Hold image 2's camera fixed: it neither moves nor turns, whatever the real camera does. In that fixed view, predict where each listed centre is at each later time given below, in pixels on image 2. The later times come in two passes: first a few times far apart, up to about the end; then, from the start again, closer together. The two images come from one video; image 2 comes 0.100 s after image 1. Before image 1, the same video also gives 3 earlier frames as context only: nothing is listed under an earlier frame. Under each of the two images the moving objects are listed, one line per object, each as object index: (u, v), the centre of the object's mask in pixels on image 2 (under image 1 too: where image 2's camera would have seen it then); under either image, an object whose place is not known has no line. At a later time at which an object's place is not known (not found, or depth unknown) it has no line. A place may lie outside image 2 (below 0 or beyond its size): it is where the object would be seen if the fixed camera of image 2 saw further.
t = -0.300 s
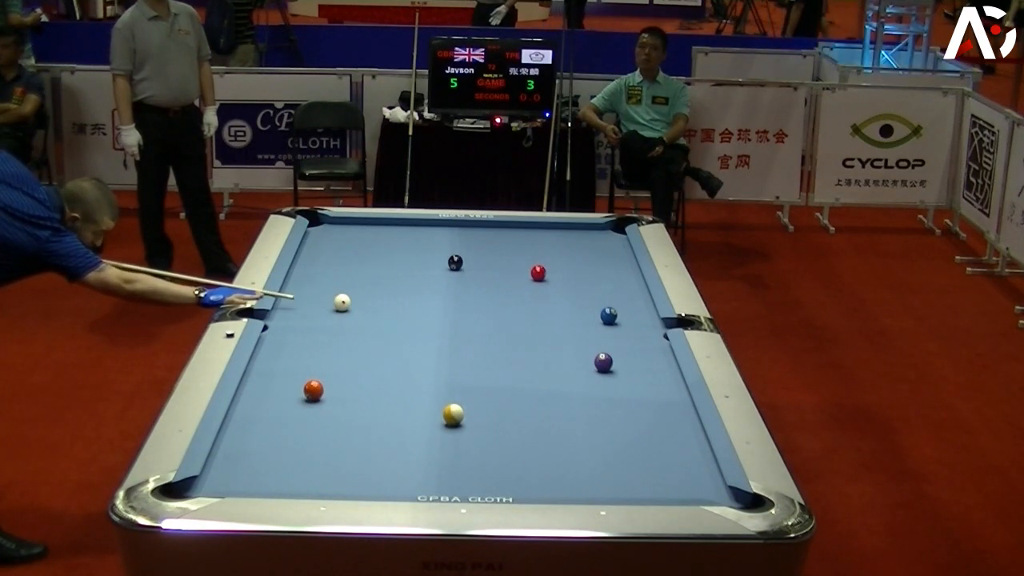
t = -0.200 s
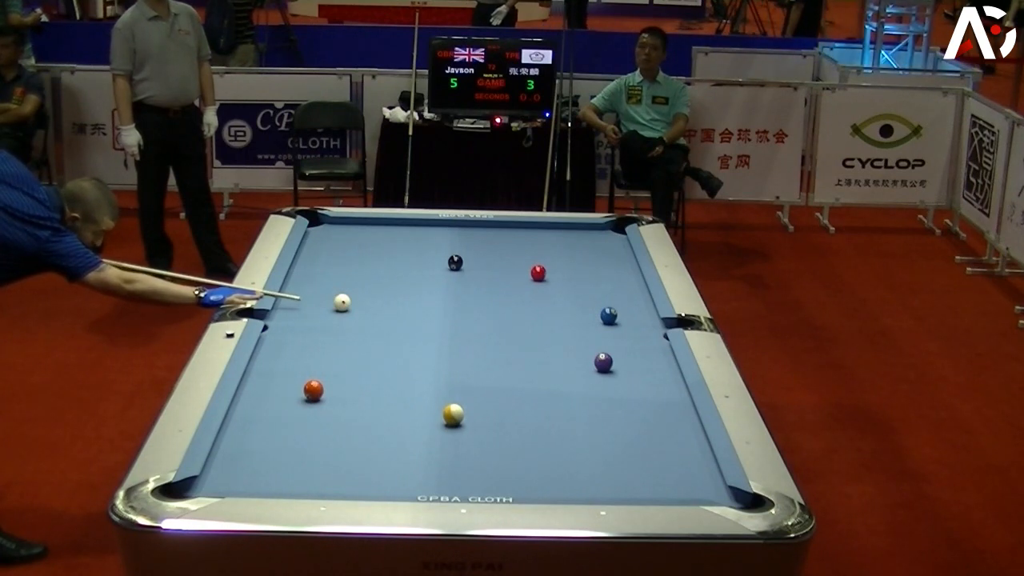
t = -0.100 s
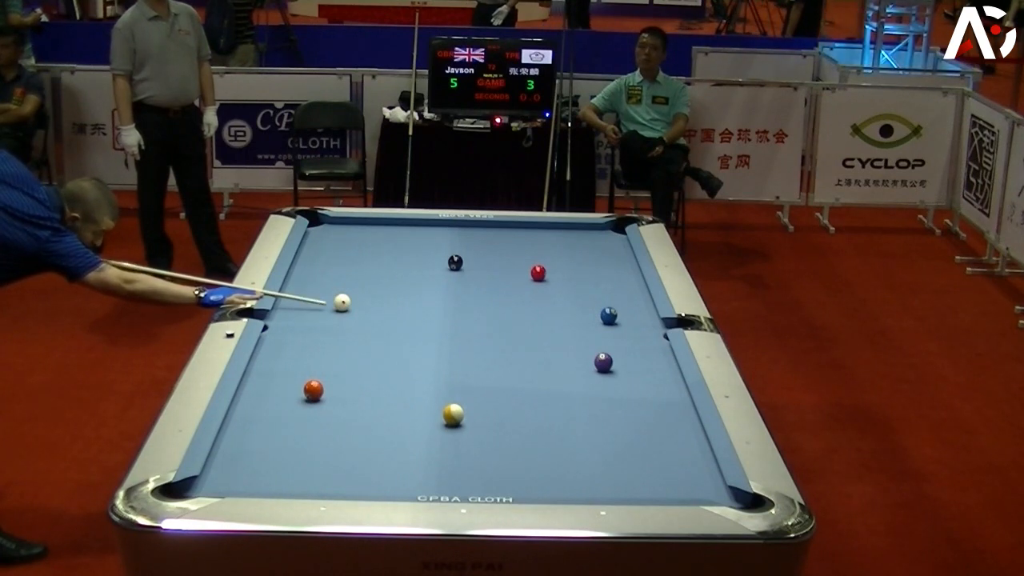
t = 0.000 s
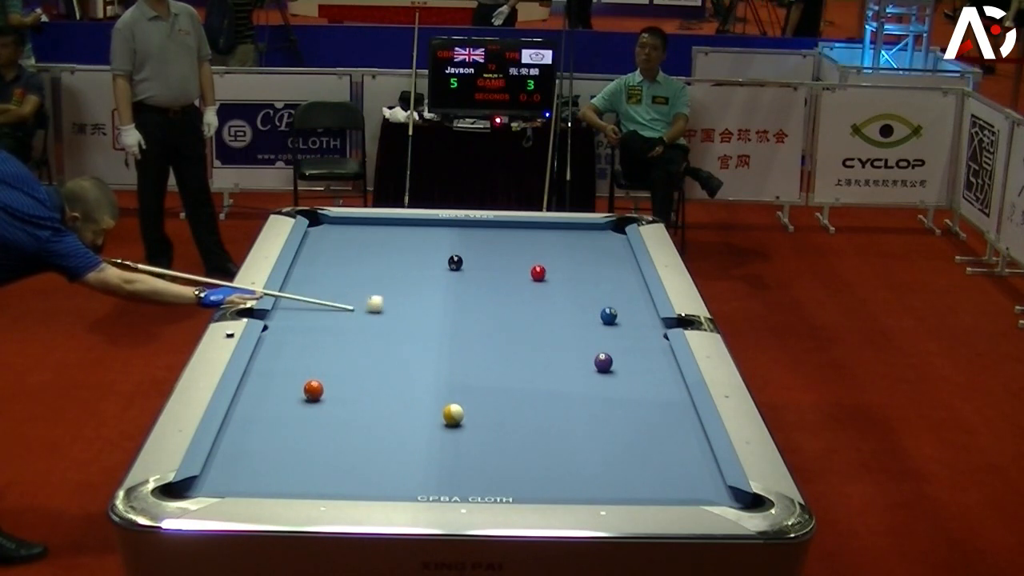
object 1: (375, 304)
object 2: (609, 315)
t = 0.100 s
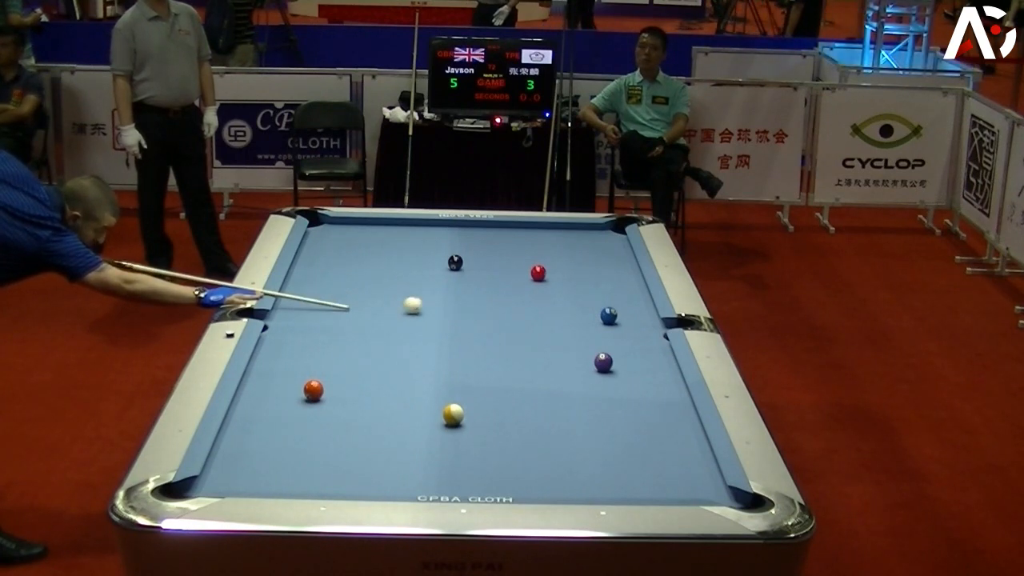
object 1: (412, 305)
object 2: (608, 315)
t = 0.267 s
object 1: (462, 307)
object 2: (608, 315)
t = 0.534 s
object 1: (517, 310)
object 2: (609, 315)
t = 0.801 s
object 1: (569, 311)
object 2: (609, 315)
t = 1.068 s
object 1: (603, 310)
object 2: (624, 318)
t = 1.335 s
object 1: (621, 306)
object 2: (646, 323)
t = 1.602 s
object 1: (637, 302)
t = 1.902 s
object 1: (639, 299)
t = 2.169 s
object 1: (631, 297)
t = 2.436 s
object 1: (625, 295)
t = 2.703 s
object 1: (621, 293)
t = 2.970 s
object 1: (617, 292)
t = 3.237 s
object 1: (615, 292)
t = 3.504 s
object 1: (614, 291)
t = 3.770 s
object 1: (614, 291)
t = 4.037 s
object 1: (614, 291)
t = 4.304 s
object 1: (614, 291)
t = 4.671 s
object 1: (612, 286)
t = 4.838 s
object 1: (614, 291)
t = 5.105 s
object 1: (615, 291)
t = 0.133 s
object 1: (423, 306)
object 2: (608, 315)
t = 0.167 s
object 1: (434, 306)
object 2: (609, 315)
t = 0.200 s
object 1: (444, 307)
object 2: (608, 315)
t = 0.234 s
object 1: (453, 307)
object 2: (608, 315)
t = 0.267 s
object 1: (462, 307)
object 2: (608, 315)
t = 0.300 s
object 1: (470, 308)
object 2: (608, 315)
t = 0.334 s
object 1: (477, 308)
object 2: (609, 315)
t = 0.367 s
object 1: (484, 308)
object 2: (608, 315)
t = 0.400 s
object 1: (491, 309)
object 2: (609, 315)
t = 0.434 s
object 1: (497, 309)
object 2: (609, 315)
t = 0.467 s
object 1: (504, 309)
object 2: (608, 315)
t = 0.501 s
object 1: (510, 309)
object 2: (608, 315)
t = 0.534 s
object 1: (517, 310)
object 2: (609, 315)
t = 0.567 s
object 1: (524, 310)
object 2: (608, 315)
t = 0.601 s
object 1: (530, 310)
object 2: (608, 315)
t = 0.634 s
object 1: (537, 310)
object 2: (608, 315)
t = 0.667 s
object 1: (543, 311)
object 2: (608, 315)
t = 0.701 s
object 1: (550, 311)
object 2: (608, 315)
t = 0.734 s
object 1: (556, 311)
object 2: (608, 315)
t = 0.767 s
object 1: (563, 311)
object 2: (609, 315)
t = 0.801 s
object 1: (569, 311)
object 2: (609, 315)
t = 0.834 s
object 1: (575, 311)
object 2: (609, 315)
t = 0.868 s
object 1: (581, 312)
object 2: (609, 315)
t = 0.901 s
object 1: (588, 312)
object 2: (609, 315)
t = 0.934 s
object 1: (593, 312)
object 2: (610, 315)
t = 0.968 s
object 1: (595, 311)
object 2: (614, 317)
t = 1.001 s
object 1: (597, 311)
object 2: (617, 317)
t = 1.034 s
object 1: (600, 310)
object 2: (620, 318)
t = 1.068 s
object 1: (603, 310)
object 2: (624, 318)
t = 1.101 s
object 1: (605, 309)
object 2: (626, 319)
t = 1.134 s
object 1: (607, 309)
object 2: (629, 319)
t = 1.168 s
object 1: (610, 308)
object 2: (632, 320)
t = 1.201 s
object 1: (612, 308)
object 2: (635, 321)
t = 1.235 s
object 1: (614, 307)
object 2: (638, 321)
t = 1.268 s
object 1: (616, 307)
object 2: (641, 322)
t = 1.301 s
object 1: (619, 306)
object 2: (644, 322)
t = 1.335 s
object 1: (621, 306)
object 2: (646, 323)
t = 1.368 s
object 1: (623, 305)
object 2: (649, 323)
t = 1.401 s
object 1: (625, 305)
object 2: (652, 325)
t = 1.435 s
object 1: (627, 304)
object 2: (655, 325)
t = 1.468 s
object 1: (629, 304)
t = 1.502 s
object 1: (631, 304)
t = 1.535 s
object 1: (633, 303)
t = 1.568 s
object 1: (636, 303)
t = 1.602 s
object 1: (637, 302)
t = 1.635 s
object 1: (639, 302)
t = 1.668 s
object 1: (641, 302)
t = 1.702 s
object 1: (644, 301)
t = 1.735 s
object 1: (645, 300)
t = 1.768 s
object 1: (643, 300)
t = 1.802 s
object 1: (642, 300)
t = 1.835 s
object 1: (641, 300)
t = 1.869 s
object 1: (640, 299)
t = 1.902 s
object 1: (639, 299)
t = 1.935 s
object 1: (638, 299)
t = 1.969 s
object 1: (637, 298)
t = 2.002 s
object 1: (636, 298)
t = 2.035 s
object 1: (635, 298)
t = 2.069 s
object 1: (634, 297)
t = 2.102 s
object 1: (633, 297)
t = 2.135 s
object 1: (632, 297)
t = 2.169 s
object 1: (631, 297)
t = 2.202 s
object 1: (630, 296)
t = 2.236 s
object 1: (630, 296)
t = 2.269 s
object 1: (629, 296)
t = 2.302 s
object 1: (628, 296)
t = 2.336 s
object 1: (627, 295)
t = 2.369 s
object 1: (627, 295)
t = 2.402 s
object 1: (626, 295)
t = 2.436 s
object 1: (625, 295)
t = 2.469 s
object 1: (625, 295)
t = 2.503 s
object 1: (624, 294)
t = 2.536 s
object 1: (623, 294)
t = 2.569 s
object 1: (623, 294)
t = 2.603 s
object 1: (622, 294)
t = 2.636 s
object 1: (622, 294)
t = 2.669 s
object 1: (621, 294)
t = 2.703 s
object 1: (621, 293)
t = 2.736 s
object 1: (620, 293)
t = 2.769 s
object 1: (620, 293)
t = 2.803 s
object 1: (619, 293)
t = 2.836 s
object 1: (619, 293)
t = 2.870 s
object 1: (619, 293)
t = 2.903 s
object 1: (618, 293)
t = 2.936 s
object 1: (618, 292)
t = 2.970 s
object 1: (617, 292)
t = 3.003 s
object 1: (617, 292)
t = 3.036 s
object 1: (616, 292)
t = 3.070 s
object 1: (616, 292)
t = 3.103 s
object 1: (616, 292)
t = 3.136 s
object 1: (616, 292)
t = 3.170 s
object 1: (615, 292)
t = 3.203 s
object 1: (615, 292)
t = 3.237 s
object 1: (615, 292)
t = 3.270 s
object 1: (615, 292)
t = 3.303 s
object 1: (615, 292)
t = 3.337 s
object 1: (614, 292)
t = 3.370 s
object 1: (614, 291)
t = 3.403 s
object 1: (614, 291)
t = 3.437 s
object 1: (614, 291)
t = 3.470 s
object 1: (614, 291)
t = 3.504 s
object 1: (614, 291)
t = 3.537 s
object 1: (614, 291)
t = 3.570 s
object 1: (614, 291)
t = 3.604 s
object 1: (614, 291)
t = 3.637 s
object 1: (614, 291)
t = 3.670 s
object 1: (614, 291)
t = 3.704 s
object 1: (614, 291)
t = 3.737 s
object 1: (614, 291)
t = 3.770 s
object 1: (614, 291)
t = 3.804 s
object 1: (614, 291)
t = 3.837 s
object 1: (614, 291)
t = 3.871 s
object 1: (614, 291)
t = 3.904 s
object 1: (614, 291)
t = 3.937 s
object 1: (614, 291)
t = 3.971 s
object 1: (614, 291)
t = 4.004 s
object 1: (614, 291)
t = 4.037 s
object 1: (614, 291)
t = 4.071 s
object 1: (614, 291)
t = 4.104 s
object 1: (614, 291)
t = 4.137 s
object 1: (614, 291)
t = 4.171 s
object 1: (614, 291)
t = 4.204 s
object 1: (614, 291)
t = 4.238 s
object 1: (614, 291)
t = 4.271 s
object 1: (614, 291)
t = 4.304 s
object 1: (614, 291)
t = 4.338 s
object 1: (614, 291)
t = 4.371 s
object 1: (614, 291)
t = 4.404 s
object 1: (614, 292)
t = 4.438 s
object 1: (616, 291)
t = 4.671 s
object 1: (612, 286)
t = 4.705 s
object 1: (614, 291)
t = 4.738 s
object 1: (614, 291)
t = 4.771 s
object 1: (614, 291)
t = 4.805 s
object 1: (614, 291)
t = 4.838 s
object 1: (614, 291)
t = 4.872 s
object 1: (615, 291)
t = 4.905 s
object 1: (615, 291)
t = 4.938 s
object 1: (614, 291)
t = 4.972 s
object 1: (614, 291)
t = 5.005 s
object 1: (614, 291)
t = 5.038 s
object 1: (615, 291)
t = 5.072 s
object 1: (615, 291)
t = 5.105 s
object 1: (615, 291)
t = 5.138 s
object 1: (614, 291)
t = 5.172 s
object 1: (614, 291)
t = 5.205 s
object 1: (614, 291)
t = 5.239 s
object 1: (614, 291)
